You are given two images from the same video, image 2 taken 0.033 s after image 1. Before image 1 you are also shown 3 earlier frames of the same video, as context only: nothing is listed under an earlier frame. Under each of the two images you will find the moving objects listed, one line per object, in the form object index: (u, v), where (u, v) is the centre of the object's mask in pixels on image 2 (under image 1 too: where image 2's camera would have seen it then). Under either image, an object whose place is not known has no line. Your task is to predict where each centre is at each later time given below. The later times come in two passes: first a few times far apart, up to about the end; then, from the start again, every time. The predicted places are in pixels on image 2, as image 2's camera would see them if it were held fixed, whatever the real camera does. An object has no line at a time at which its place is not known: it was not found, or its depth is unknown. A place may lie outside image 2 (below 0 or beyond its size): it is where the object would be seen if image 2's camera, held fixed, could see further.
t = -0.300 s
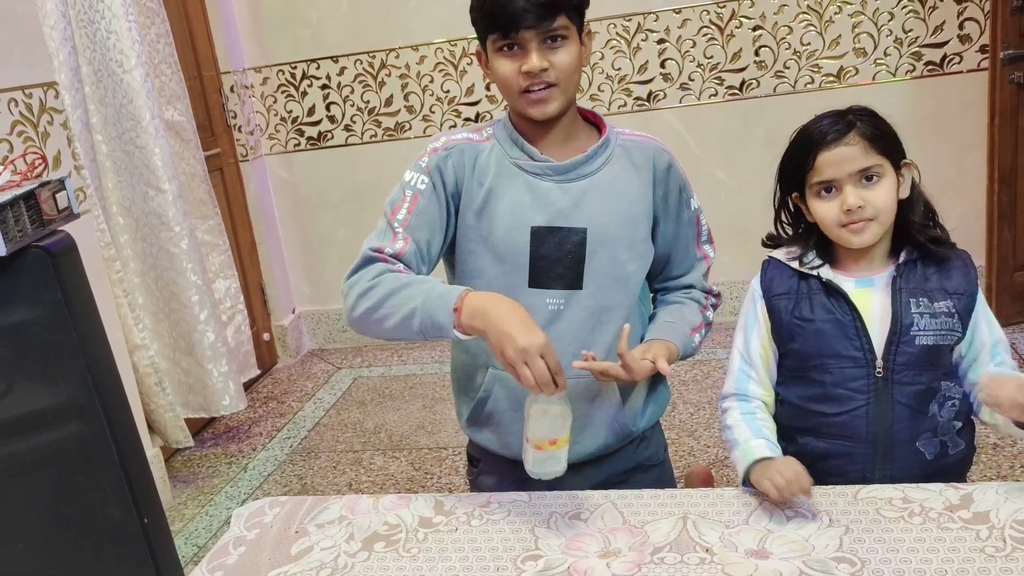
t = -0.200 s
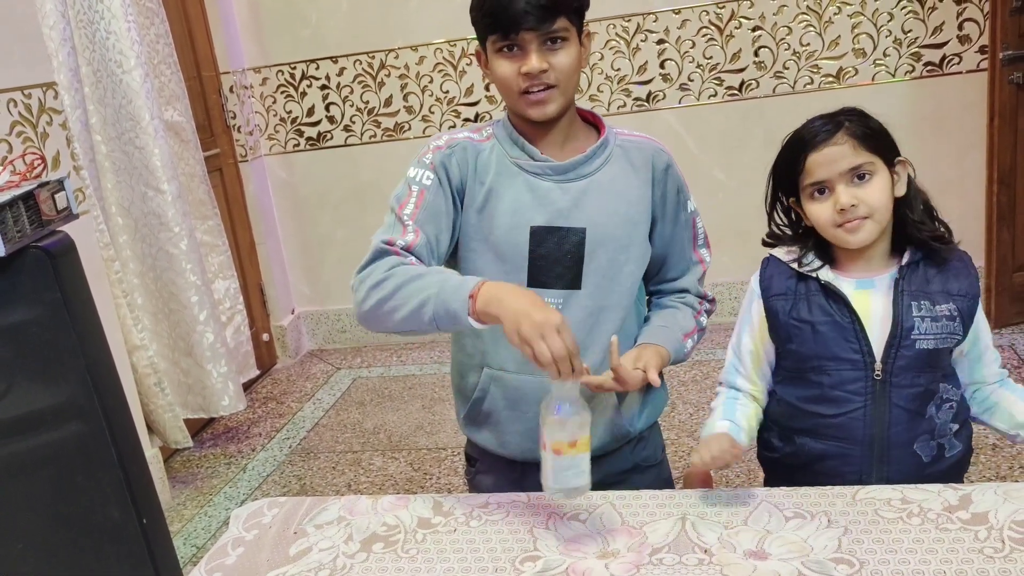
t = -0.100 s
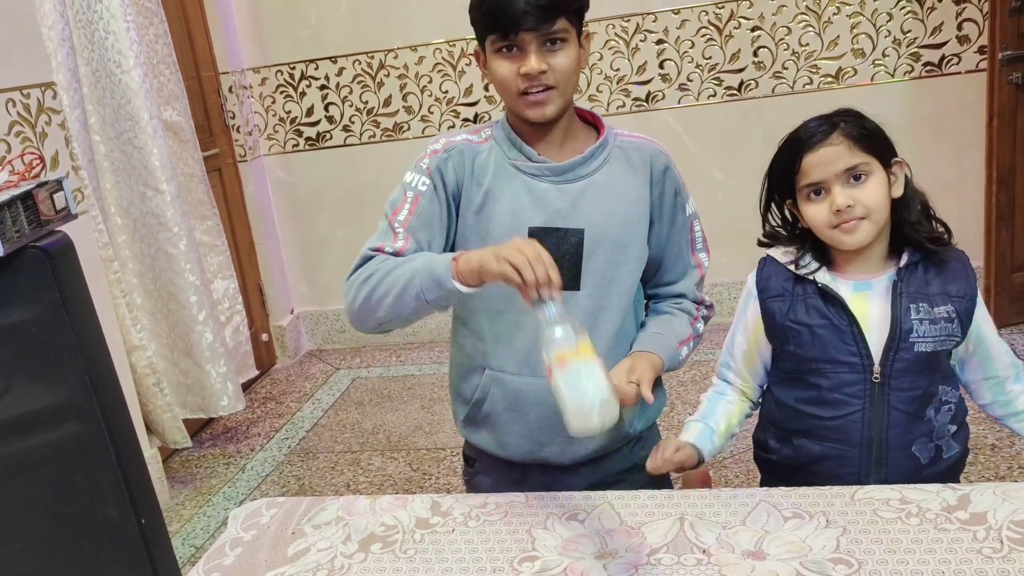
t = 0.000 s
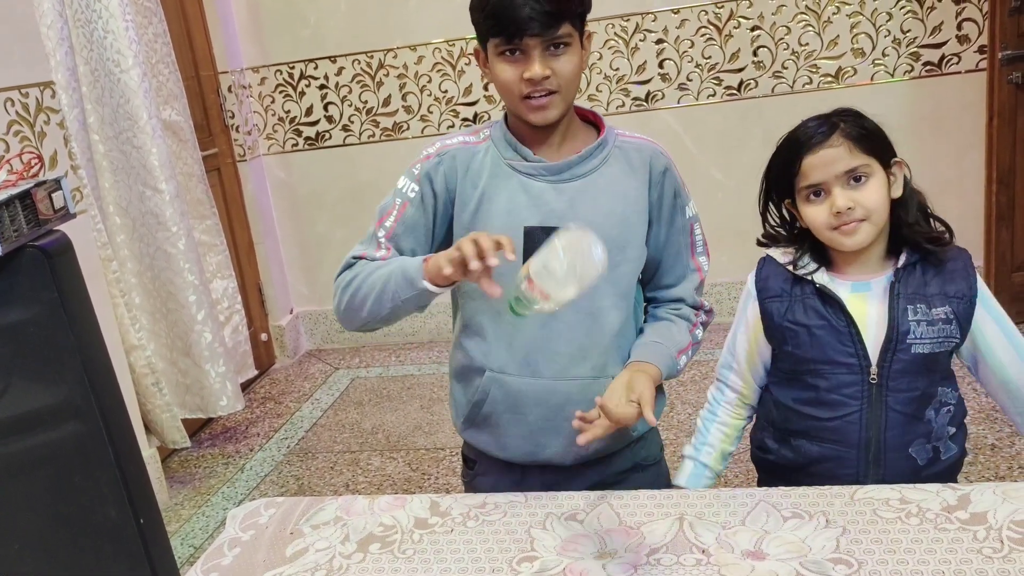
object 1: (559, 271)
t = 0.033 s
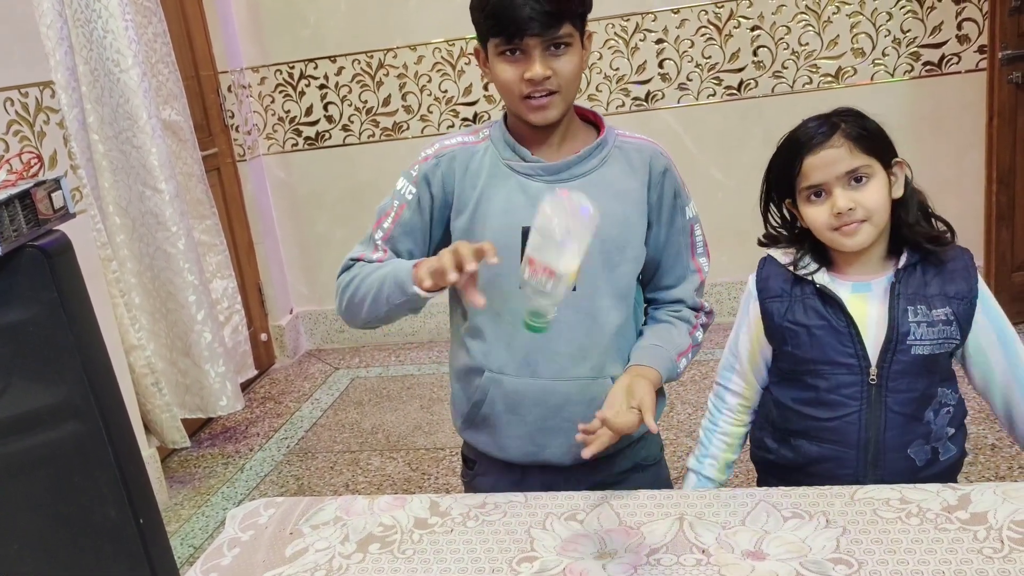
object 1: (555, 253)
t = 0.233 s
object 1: (550, 232)
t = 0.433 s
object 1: (572, 506)
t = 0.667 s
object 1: (512, 511)
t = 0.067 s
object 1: (555, 234)
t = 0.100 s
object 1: (557, 222)
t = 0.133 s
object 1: (558, 210)
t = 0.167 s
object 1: (556, 204)
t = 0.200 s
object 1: (552, 211)
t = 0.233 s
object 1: (550, 232)
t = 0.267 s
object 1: (553, 261)
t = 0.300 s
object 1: (557, 299)
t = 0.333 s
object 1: (560, 347)
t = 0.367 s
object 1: (565, 404)
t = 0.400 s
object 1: (571, 464)
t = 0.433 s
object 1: (572, 506)
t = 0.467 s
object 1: (564, 505)
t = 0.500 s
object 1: (557, 504)
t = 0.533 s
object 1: (550, 504)
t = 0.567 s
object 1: (542, 503)
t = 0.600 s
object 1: (534, 503)
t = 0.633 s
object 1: (523, 504)
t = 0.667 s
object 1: (512, 511)
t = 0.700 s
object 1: (504, 524)
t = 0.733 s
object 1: (498, 529)
